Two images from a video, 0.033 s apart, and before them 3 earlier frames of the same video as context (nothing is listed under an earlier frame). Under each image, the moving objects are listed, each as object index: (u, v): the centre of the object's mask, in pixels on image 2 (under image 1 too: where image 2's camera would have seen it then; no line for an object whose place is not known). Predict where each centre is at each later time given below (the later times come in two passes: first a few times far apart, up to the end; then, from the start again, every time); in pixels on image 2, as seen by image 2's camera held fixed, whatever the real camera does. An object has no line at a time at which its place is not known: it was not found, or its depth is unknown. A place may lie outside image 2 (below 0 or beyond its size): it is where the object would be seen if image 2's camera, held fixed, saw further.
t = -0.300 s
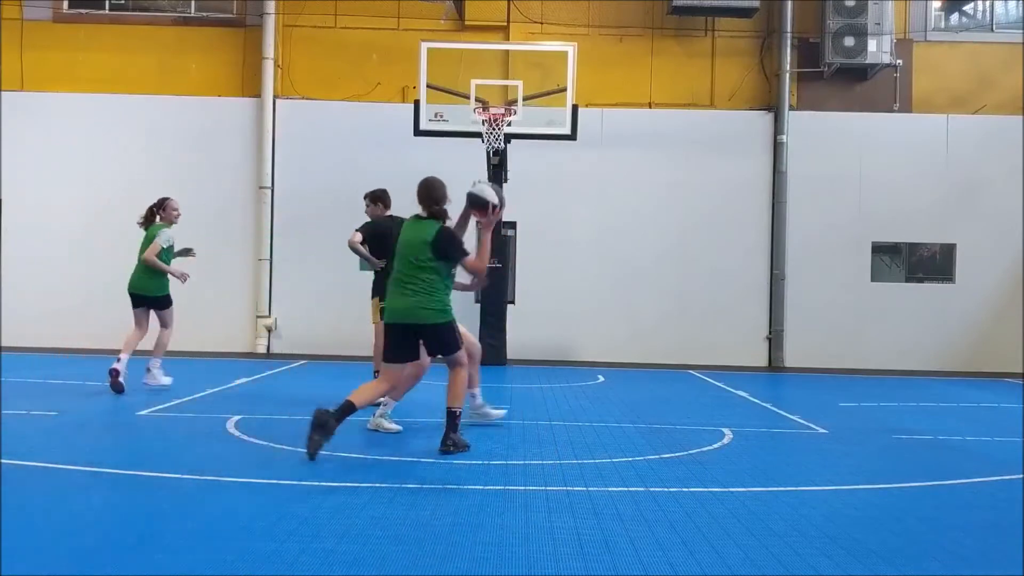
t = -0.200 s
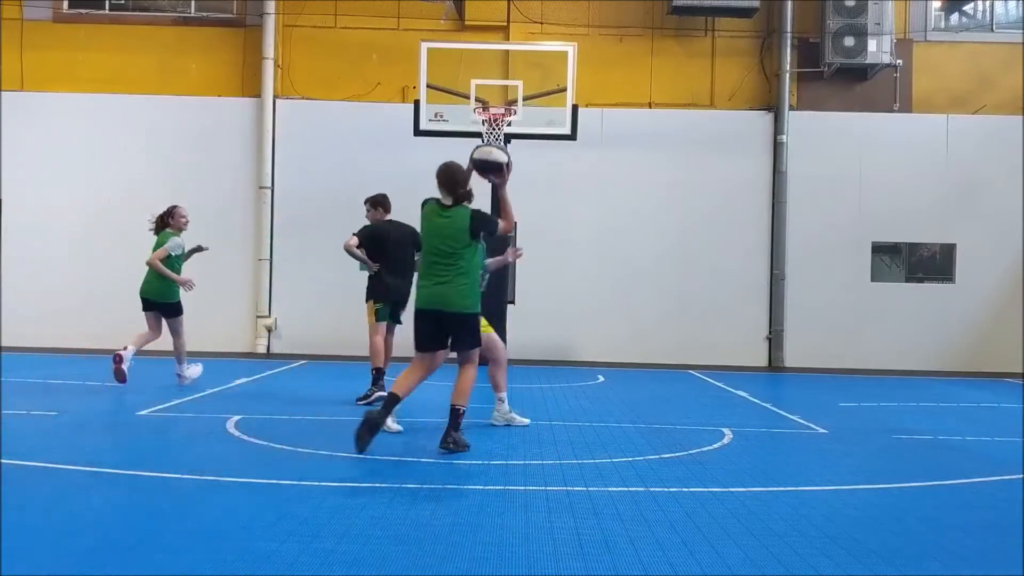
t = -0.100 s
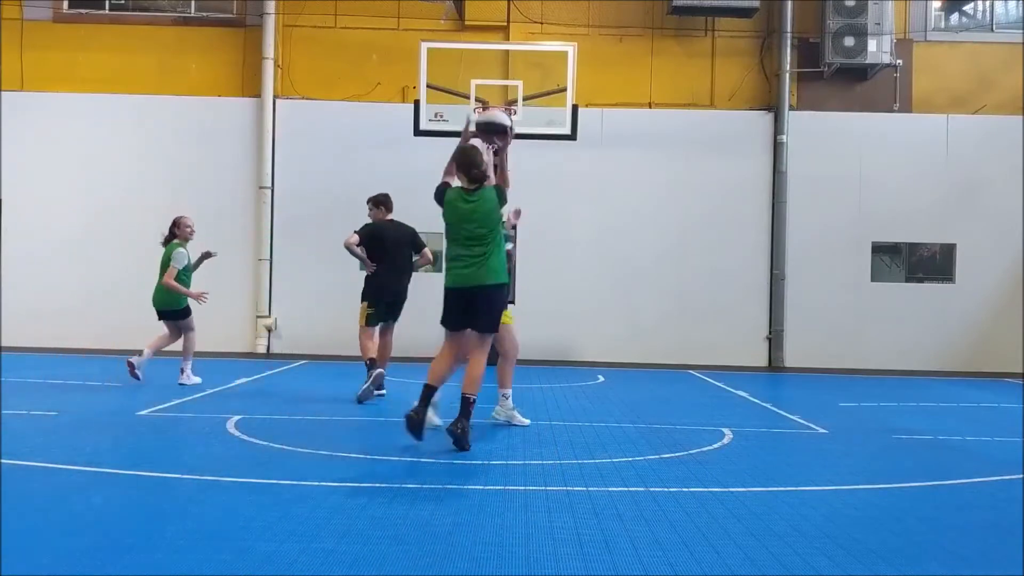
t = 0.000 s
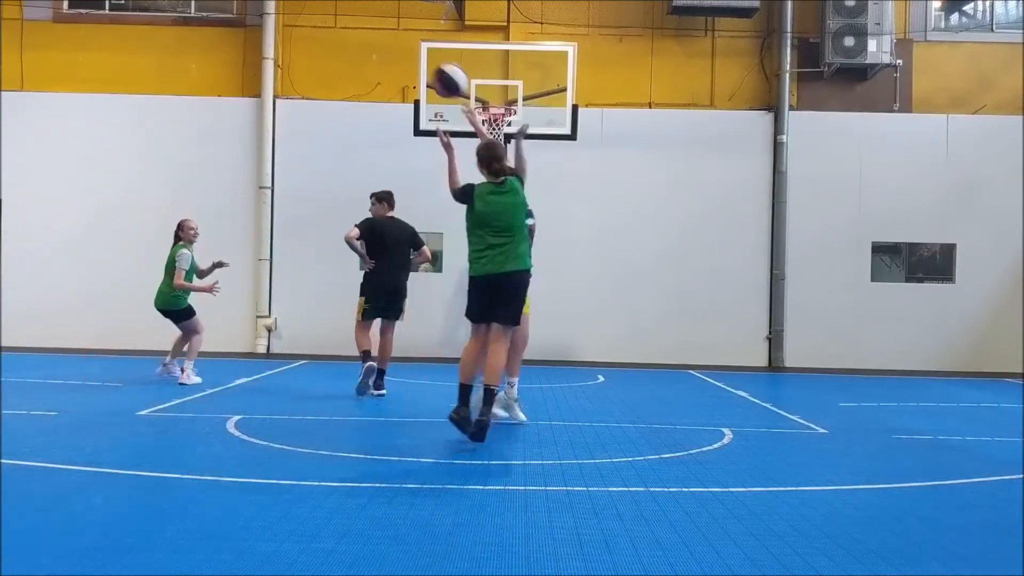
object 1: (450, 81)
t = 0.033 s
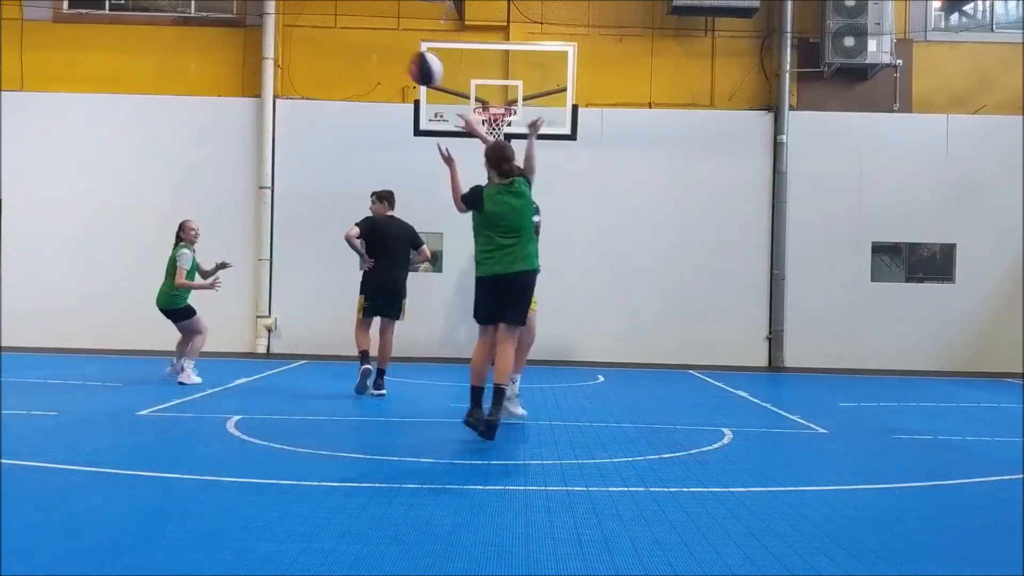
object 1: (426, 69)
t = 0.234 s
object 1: (302, 35)
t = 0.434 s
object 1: (200, 57)
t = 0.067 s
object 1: (403, 59)
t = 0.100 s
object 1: (382, 51)
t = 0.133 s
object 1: (361, 44)
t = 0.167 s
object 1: (340, 39)
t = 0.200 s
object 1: (321, 36)
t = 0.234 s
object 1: (302, 35)
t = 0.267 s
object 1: (284, 36)
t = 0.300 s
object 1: (265, 37)
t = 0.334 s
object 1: (248, 41)
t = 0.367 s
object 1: (231, 45)
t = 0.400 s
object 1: (215, 51)
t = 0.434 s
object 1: (200, 57)
